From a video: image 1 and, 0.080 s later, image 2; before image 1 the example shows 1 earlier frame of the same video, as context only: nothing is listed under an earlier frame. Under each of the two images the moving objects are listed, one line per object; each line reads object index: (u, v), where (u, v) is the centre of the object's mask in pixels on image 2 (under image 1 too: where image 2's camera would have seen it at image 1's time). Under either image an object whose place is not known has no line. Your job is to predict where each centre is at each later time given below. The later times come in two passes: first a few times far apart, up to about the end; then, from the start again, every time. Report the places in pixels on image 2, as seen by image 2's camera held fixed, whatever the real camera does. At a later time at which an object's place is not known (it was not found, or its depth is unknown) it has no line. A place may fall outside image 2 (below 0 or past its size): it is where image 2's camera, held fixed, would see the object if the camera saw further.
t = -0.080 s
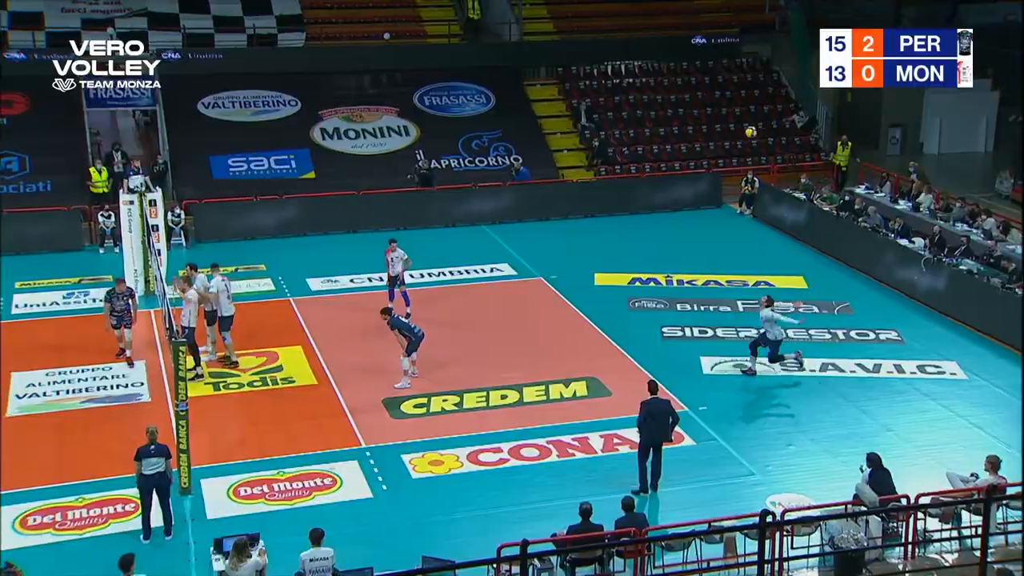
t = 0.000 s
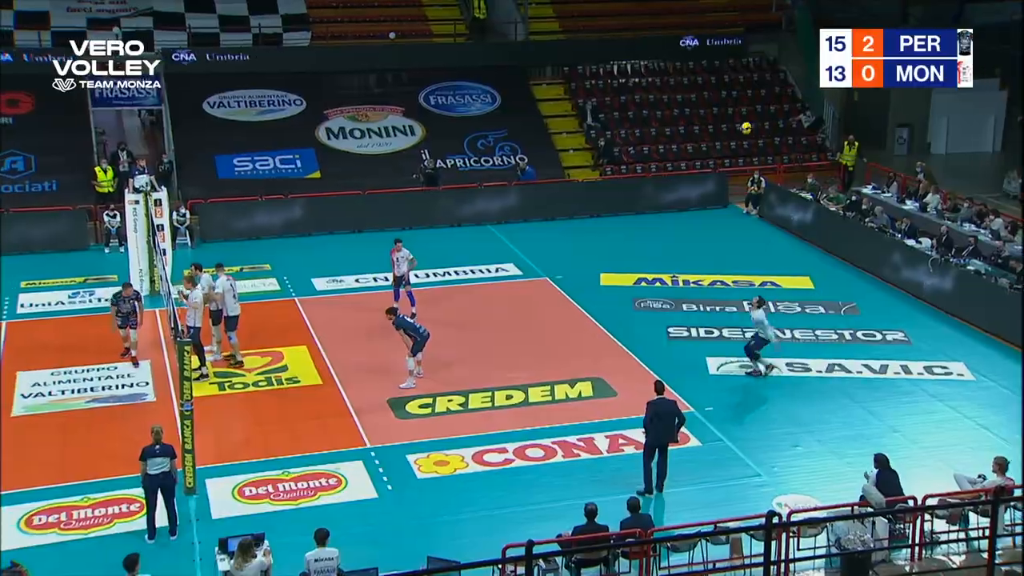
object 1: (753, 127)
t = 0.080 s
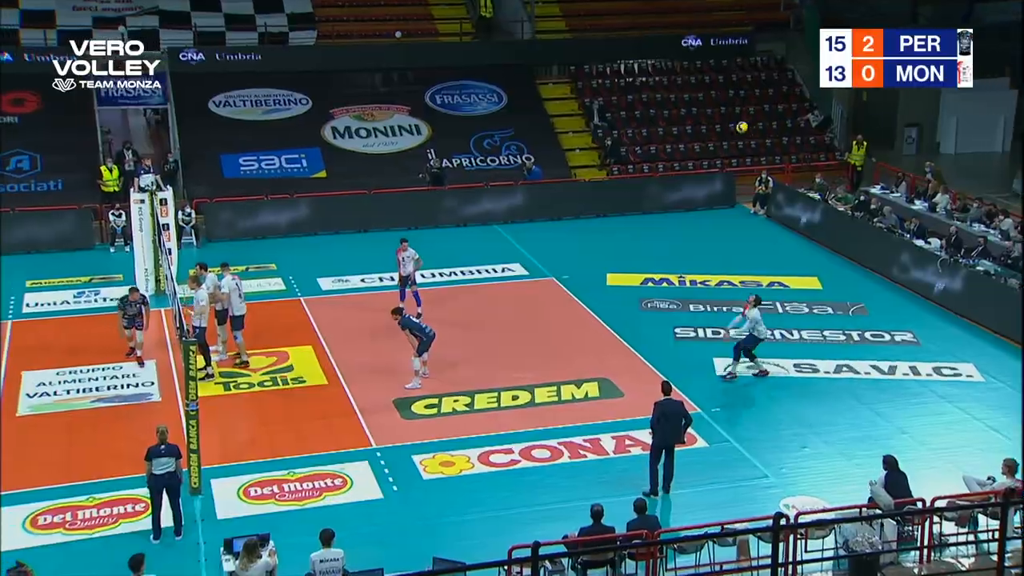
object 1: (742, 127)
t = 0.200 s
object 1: (726, 133)
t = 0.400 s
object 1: (699, 159)
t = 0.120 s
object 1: (737, 128)
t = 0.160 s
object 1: (731, 130)
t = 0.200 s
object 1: (726, 133)
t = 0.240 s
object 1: (720, 136)
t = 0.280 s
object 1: (715, 141)
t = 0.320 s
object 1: (709, 146)
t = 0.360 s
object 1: (704, 153)
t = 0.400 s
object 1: (699, 159)
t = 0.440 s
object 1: (693, 167)
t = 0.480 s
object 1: (688, 176)
